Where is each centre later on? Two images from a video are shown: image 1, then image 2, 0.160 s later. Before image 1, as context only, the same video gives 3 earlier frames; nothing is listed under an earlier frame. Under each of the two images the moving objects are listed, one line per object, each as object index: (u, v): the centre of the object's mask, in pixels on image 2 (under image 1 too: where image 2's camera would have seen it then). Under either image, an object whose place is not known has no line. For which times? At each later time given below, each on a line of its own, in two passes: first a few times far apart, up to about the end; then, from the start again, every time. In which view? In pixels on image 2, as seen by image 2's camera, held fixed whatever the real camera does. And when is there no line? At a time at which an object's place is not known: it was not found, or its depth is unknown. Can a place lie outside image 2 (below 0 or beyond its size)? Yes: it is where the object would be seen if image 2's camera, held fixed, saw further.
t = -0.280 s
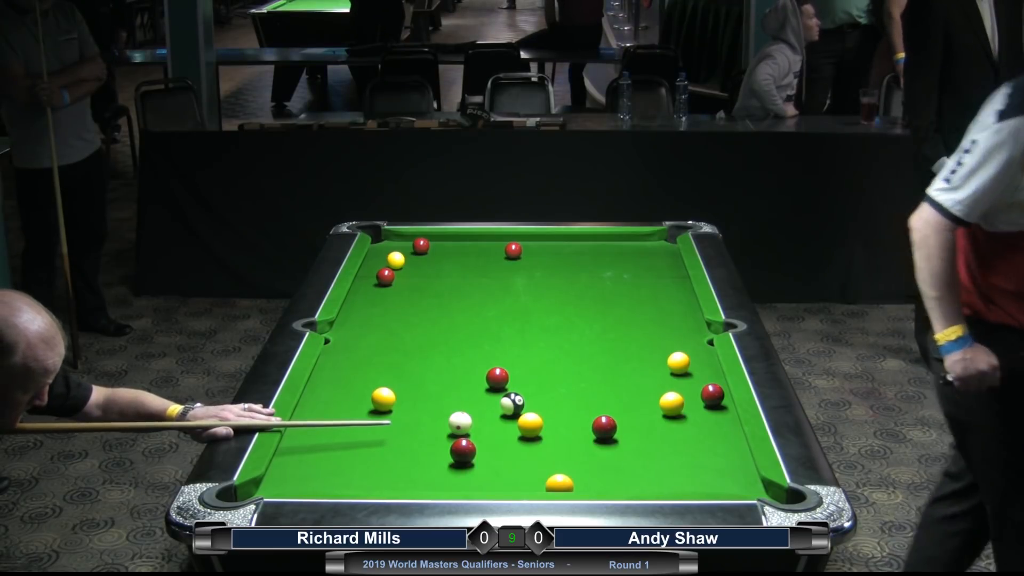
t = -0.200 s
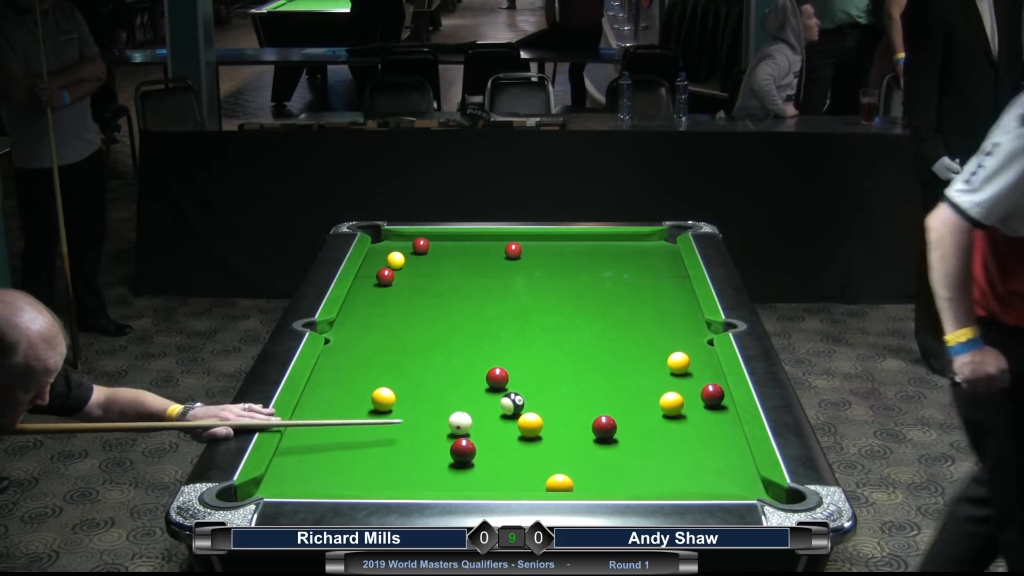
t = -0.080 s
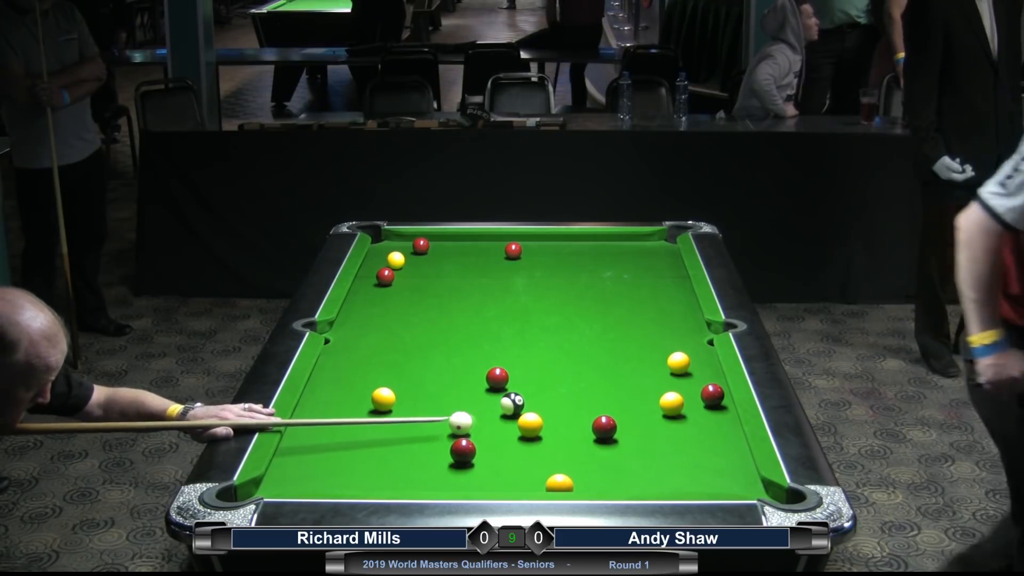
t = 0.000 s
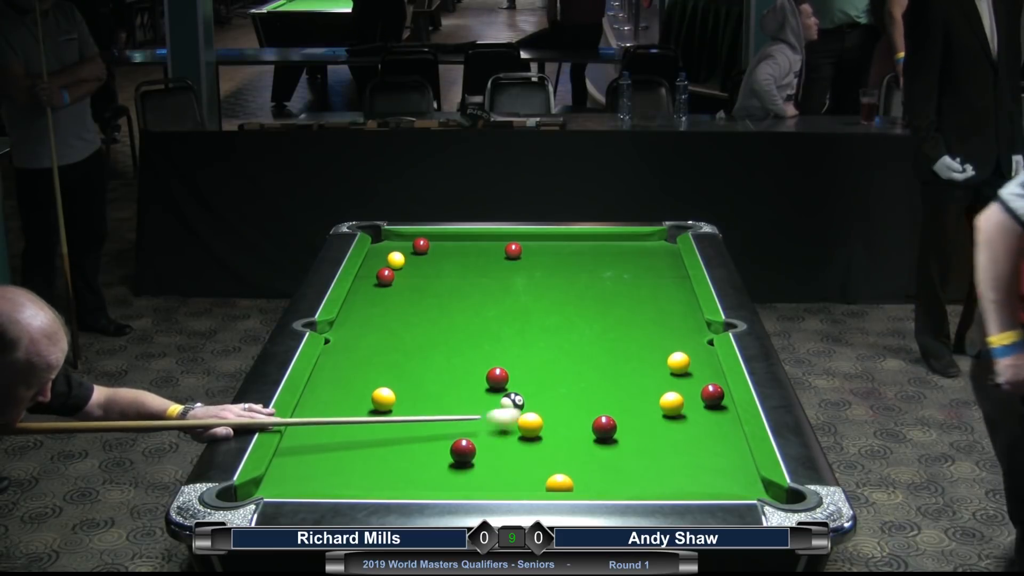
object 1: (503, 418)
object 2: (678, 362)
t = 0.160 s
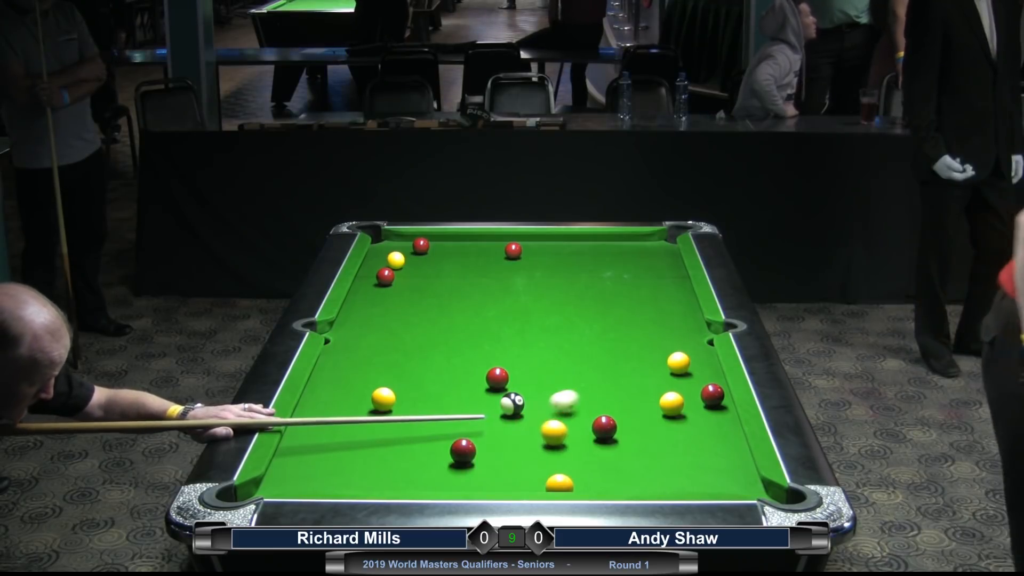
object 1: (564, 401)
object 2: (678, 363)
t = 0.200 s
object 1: (579, 397)
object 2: (678, 362)
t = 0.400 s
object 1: (644, 377)
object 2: (678, 362)
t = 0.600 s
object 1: (682, 372)
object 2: (695, 353)
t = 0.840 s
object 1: (712, 372)
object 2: (692, 342)
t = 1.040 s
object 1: (699, 370)
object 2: (678, 334)
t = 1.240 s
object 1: (686, 370)
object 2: (664, 327)
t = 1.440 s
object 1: (675, 369)
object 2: (652, 320)
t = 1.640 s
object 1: (667, 368)
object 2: (642, 315)
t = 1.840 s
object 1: (660, 367)
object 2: (632, 309)
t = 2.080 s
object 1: (654, 367)
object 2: (621, 304)
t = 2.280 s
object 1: (651, 367)
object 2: (614, 300)
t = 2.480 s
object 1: (650, 367)
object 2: (607, 297)
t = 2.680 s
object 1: (651, 367)
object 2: (601, 294)
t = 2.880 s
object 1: (651, 367)
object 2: (595, 292)
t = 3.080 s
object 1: (651, 367)
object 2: (591, 290)
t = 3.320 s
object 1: (651, 367)
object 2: (587, 288)
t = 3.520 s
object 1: (651, 367)
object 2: (584, 287)
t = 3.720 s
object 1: (651, 367)
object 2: (583, 286)
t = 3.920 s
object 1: (651, 367)
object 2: (582, 286)
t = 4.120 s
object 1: (651, 367)
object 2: (582, 286)
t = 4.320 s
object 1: (651, 367)
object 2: (582, 286)
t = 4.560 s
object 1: (651, 367)
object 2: (582, 286)
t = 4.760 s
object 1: (651, 367)
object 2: (582, 286)
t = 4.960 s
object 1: (651, 367)
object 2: (582, 286)
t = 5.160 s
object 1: (651, 367)
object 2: (582, 286)
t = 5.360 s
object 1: (651, 367)
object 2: (582, 286)
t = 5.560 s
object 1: (651, 367)
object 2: (582, 286)
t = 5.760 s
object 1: (651, 367)
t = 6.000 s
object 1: (651, 367)
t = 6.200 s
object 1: (651, 367)
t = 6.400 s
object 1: (651, 367)
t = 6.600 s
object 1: (651, 367)
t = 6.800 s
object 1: (651, 367)
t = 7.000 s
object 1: (651, 367)
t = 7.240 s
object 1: (651, 367)
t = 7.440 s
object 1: (651, 367)
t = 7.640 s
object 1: (651, 367)
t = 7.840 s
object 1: (651, 367)
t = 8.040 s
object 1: (651, 367)
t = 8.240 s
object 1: (651, 367)
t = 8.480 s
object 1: (651, 367)
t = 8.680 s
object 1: (651, 367)
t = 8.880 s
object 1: (651, 367)
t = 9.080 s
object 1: (651, 367)
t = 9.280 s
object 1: (651, 367)
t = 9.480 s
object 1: (651, 367)
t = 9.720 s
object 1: (651, 367)
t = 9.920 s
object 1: (651, 367)
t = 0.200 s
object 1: (579, 397)
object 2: (678, 362)
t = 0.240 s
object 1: (592, 393)
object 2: (678, 363)
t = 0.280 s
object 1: (606, 389)
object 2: (678, 363)
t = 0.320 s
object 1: (619, 385)
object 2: (678, 362)
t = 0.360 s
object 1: (631, 380)
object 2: (678, 362)
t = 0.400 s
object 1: (644, 377)
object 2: (678, 362)
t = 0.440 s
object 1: (656, 373)
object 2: (679, 363)
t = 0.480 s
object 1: (668, 370)
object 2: (682, 360)
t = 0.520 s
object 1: (672, 371)
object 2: (686, 358)
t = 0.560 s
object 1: (677, 372)
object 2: (691, 355)
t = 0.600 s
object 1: (682, 372)
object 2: (695, 353)
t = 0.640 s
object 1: (687, 372)
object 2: (699, 351)
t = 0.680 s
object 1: (693, 372)
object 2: (703, 349)
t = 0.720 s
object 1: (697, 372)
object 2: (702, 347)
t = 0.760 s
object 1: (702, 372)
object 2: (698, 345)
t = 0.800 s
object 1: (707, 371)
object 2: (695, 344)
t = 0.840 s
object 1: (712, 372)
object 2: (692, 342)
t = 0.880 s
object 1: (710, 371)
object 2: (689, 340)
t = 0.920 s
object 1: (707, 371)
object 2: (686, 338)
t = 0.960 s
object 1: (704, 371)
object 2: (683, 337)
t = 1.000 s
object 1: (701, 371)
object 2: (681, 335)
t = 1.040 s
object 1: (699, 370)
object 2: (678, 334)
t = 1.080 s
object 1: (696, 370)
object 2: (675, 332)
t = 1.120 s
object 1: (694, 370)
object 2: (672, 331)
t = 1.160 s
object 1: (691, 370)
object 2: (670, 330)
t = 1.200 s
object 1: (688, 370)
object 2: (667, 328)
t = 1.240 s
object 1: (686, 370)
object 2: (664, 327)
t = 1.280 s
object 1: (684, 369)
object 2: (662, 325)
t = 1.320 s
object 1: (682, 369)
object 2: (660, 324)
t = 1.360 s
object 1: (680, 369)
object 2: (657, 323)
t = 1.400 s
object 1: (677, 369)
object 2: (655, 322)
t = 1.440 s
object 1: (675, 369)
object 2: (652, 320)
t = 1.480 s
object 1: (674, 369)
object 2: (650, 319)
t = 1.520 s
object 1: (672, 368)
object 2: (648, 318)
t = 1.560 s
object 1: (670, 368)
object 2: (646, 317)
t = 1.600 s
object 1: (668, 368)
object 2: (644, 316)
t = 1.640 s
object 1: (667, 368)
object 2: (642, 315)
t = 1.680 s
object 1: (665, 368)
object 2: (640, 314)
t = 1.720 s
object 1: (664, 368)
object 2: (638, 312)
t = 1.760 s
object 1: (662, 368)
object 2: (636, 311)
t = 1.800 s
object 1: (661, 368)
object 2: (634, 310)
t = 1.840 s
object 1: (660, 367)
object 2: (632, 309)
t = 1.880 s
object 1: (659, 367)
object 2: (630, 308)
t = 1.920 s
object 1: (658, 368)
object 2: (628, 308)
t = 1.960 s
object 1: (656, 368)
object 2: (626, 307)
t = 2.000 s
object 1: (655, 367)
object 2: (625, 306)
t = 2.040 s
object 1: (654, 367)
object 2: (623, 305)
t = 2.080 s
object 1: (654, 367)
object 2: (621, 304)
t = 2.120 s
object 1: (653, 367)
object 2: (620, 303)
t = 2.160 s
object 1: (652, 367)
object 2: (618, 302)
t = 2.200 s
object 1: (652, 367)
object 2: (617, 302)
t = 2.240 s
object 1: (651, 367)
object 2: (615, 301)
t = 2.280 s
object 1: (651, 367)
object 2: (614, 300)
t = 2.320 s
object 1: (651, 367)
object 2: (612, 299)
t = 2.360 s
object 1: (650, 367)
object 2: (611, 299)
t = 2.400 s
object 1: (650, 367)
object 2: (609, 298)
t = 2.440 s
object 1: (650, 367)
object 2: (608, 297)
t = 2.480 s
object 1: (650, 367)
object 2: (607, 297)
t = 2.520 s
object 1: (651, 367)
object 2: (606, 296)
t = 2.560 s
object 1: (651, 367)
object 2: (604, 296)
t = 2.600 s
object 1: (651, 367)
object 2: (603, 295)
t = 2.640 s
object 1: (651, 367)
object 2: (602, 295)
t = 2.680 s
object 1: (651, 367)
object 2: (601, 294)
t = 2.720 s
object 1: (651, 367)
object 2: (600, 294)
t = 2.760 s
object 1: (651, 367)
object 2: (598, 293)
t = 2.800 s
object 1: (651, 367)
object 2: (597, 293)
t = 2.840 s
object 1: (651, 367)
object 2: (596, 292)
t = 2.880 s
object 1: (651, 367)
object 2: (595, 292)
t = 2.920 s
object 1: (651, 367)
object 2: (594, 291)
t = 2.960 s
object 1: (651, 367)
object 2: (593, 291)
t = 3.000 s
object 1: (651, 367)
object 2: (592, 291)
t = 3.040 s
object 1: (651, 367)
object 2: (592, 290)
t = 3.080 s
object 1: (651, 367)
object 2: (591, 290)
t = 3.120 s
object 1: (651, 367)
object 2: (590, 290)
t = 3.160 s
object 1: (651, 367)
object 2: (589, 289)
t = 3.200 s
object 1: (651, 367)
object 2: (589, 289)
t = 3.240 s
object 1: (651, 367)
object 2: (588, 289)
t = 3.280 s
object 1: (651, 367)
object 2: (587, 288)
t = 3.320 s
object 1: (651, 367)
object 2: (587, 288)
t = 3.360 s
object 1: (651, 367)
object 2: (586, 288)
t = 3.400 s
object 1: (651, 367)
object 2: (586, 288)
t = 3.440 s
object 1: (651, 367)
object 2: (585, 287)
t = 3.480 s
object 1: (651, 367)
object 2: (584, 287)
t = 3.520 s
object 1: (651, 367)
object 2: (584, 287)
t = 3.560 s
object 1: (651, 367)
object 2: (584, 287)
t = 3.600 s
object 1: (651, 367)
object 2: (583, 287)
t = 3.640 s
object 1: (651, 367)
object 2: (583, 287)
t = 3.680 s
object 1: (651, 367)
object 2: (583, 286)
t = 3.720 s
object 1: (651, 367)
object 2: (583, 286)
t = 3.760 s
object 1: (651, 367)
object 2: (583, 286)
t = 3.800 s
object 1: (651, 367)
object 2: (582, 286)
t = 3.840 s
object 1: (651, 367)
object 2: (582, 286)
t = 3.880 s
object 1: (651, 367)
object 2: (582, 286)
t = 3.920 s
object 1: (651, 367)
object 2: (582, 286)
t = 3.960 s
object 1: (651, 367)
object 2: (582, 286)
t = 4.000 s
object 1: (651, 367)
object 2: (582, 286)
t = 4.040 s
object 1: (651, 367)
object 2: (582, 286)
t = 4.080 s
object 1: (651, 367)
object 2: (582, 286)
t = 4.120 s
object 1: (651, 367)
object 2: (582, 286)
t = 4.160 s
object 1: (651, 367)
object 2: (582, 286)
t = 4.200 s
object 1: (651, 367)
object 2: (582, 286)
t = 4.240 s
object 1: (651, 367)
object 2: (582, 286)
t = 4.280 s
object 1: (651, 367)
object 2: (582, 286)
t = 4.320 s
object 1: (651, 367)
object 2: (582, 286)
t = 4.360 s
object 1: (651, 367)
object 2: (582, 286)
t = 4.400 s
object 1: (651, 367)
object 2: (582, 286)
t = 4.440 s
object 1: (651, 367)
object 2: (582, 286)
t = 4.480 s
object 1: (651, 367)
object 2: (582, 286)
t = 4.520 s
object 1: (651, 367)
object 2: (582, 286)
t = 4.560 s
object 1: (651, 367)
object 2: (582, 286)
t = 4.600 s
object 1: (651, 367)
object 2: (582, 286)
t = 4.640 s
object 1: (651, 367)
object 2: (582, 286)
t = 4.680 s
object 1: (651, 367)
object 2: (582, 286)
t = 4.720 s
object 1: (651, 367)
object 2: (582, 286)
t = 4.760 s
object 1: (651, 367)
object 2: (582, 286)
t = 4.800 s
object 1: (651, 367)
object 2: (582, 286)
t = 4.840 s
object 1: (651, 367)
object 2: (582, 286)
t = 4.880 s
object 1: (651, 367)
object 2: (582, 286)
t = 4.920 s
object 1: (651, 367)
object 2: (582, 286)
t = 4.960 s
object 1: (651, 367)
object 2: (582, 286)
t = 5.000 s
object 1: (651, 367)
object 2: (582, 286)
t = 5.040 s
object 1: (651, 367)
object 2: (582, 286)
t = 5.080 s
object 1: (651, 367)
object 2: (582, 286)
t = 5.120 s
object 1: (651, 367)
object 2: (582, 286)
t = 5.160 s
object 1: (651, 367)
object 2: (582, 286)
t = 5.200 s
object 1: (651, 367)
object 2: (582, 286)
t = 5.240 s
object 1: (651, 367)
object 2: (582, 286)
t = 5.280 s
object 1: (651, 367)
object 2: (582, 286)
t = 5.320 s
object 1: (651, 367)
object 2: (582, 286)
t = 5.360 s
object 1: (651, 367)
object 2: (582, 286)
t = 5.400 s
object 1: (651, 367)
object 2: (582, 286)
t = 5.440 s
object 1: (651, 367)
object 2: (582, 286)
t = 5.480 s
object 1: (651, 367)
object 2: (582, 286)
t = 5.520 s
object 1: (651, 367)
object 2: (582, 286)
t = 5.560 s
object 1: (651, 367)
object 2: (582, 286)
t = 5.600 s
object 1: (651, 367)
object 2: (582, 286)
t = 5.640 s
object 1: (651, 367)
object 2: (582, 286)
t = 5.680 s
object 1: (651, 367)
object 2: (582, 286)
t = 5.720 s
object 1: (651, 367)
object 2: (582, 286)
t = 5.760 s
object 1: (651, 367)
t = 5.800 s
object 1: (651, 367)
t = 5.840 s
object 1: (651, 367)
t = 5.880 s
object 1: (651, 367)
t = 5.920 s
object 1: (651, 367)
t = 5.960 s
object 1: (651, 367)
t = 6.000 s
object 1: (651, 367)
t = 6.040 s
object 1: (651, 367)
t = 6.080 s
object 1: (651, 367)
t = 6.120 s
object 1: (651, 367)
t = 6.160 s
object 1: (651, 367)
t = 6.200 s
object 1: (651, 367)
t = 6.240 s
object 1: (651, 367)
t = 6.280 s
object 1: (651, 367)
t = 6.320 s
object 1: (651, 367)
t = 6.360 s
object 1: (651, 367)
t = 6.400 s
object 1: (651, 367)
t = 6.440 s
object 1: (651, 367)
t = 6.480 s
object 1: (651, 367)
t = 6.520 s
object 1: (651, 367)
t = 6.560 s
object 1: (651, 367)
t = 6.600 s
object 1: (651, 367)
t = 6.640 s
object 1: (651, 367)
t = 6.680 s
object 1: (651, 367)
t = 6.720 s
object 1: (651, 367)
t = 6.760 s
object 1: (651, 367)
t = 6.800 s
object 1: (651, 367)
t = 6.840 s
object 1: (651, 367)
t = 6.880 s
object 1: (651, 367)
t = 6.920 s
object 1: (651, 367)
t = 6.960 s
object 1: (651, 367)
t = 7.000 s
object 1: (651, 367)
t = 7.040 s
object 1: (651, 367)
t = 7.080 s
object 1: (651, 367)
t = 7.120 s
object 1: (651, 367)
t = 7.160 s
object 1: (651, 367)
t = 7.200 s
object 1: (651, 367)
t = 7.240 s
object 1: (651, 367)
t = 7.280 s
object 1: (651, 367)
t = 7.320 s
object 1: (651, 367)
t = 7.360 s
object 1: (651, 367)
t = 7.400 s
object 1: (651, 367)
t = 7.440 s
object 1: (651, 367)
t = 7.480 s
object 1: (651, 367)
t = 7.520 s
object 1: (651, 367)
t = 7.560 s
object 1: (651, 367)
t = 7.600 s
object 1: (651, 367)
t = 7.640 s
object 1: (651, 367)
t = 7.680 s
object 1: (651, 367)
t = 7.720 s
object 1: (651, 367)
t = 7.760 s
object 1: (651, 367)
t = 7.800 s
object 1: (651, 367)
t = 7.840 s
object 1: (651, 367)
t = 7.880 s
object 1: (651, 367)
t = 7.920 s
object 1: (651, 367)
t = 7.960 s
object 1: (651, 367)
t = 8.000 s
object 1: (651, 367)
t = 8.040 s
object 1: (651, 367)
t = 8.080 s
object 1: (651, 367)
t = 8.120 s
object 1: (651, 367)
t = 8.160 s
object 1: (651, 367)
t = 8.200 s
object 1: (651, 367)
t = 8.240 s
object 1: (651, 367)
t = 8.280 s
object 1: (651, 367)
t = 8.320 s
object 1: (651, 367)
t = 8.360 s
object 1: (651, 367)
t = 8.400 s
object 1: (651, 367)
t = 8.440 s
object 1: (651, 367)
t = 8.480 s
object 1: (651, 367)
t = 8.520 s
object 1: (651, 367)
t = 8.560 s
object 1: (651, 367)
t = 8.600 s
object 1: (651, 367)
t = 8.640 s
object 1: (651, 367)
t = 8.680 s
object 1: (651, 367)
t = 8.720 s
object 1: (651, 367)
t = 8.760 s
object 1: (651, 367)
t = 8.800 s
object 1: (651, 367)
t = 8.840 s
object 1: (651, 367)
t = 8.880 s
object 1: (651, 367)
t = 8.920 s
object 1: (651, 367)
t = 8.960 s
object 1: (651, 367)
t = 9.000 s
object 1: (651, 367)
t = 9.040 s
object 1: (651, 367)
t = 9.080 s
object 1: (651, 367)
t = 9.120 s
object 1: (651, 367)
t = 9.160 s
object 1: (651, 367)
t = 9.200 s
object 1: (651, 367)
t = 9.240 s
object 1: (651, 367)
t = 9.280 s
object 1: (651, 367)
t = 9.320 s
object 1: (651, 367)
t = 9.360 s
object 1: (651, 367)
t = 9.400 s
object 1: (651, 367)
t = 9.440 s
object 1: (651, 367)
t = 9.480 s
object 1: (651, 367)
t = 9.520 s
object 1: (651, 367)
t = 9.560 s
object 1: (651, 367)
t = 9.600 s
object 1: (651, 367)
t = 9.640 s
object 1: (651, 367)
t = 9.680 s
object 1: (651, 367)
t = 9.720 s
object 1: (651, 367)
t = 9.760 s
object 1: (651, 367)
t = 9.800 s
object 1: (651, 367)
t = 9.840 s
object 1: (651, 367)
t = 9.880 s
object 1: (651, 367)
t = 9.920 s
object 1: (651, 367)
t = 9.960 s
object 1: (651, 367)
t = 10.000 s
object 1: (651, 367)
